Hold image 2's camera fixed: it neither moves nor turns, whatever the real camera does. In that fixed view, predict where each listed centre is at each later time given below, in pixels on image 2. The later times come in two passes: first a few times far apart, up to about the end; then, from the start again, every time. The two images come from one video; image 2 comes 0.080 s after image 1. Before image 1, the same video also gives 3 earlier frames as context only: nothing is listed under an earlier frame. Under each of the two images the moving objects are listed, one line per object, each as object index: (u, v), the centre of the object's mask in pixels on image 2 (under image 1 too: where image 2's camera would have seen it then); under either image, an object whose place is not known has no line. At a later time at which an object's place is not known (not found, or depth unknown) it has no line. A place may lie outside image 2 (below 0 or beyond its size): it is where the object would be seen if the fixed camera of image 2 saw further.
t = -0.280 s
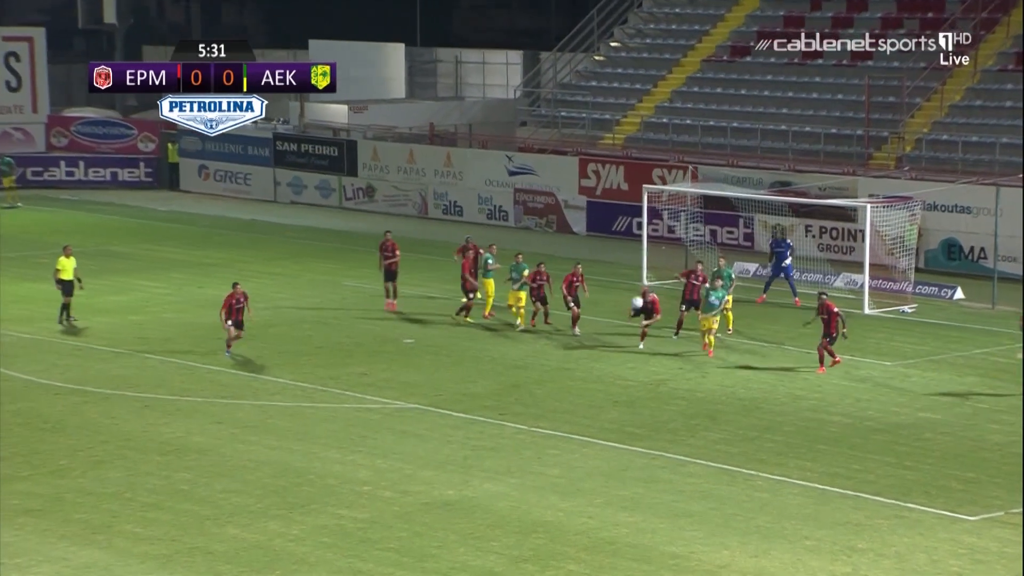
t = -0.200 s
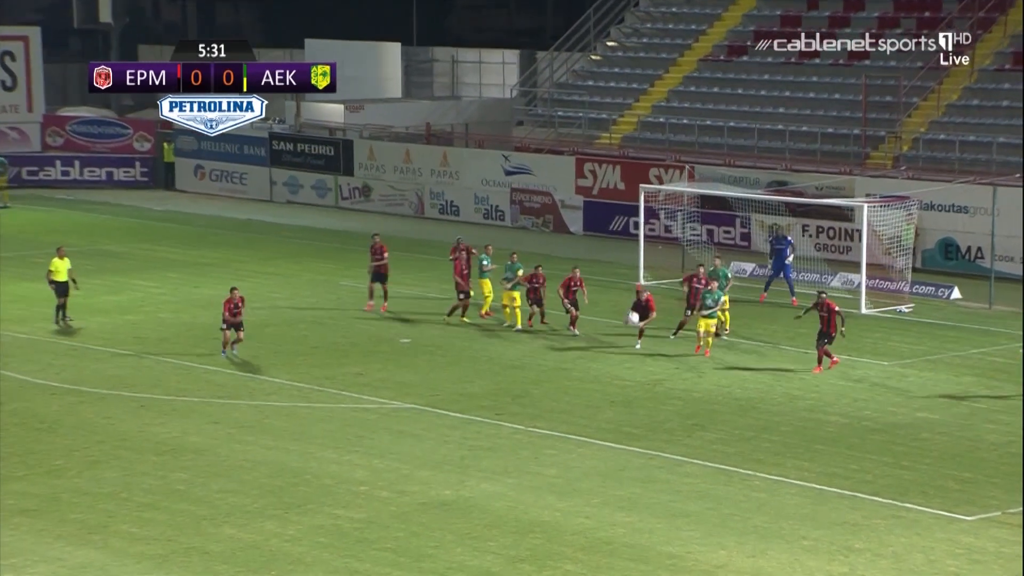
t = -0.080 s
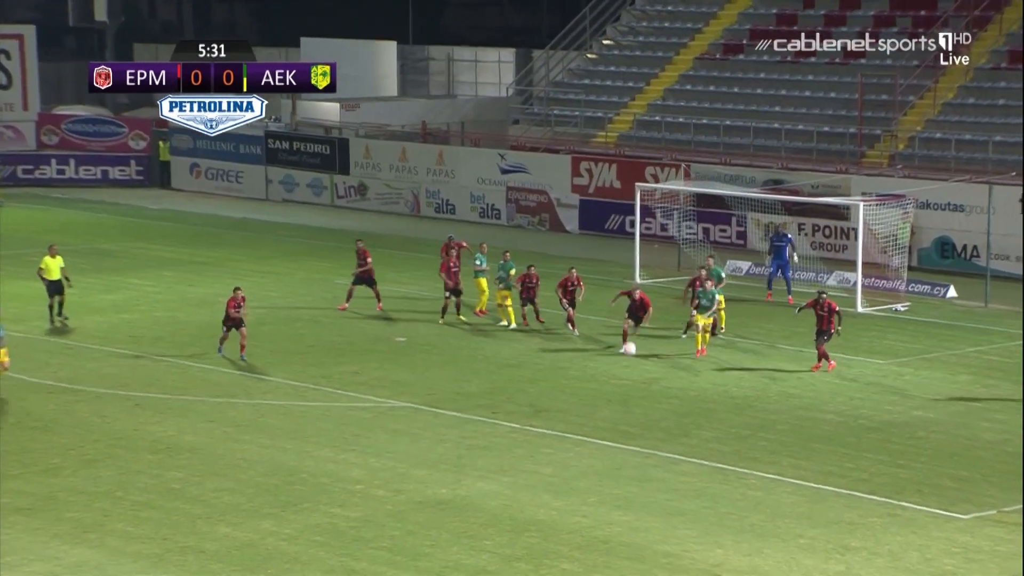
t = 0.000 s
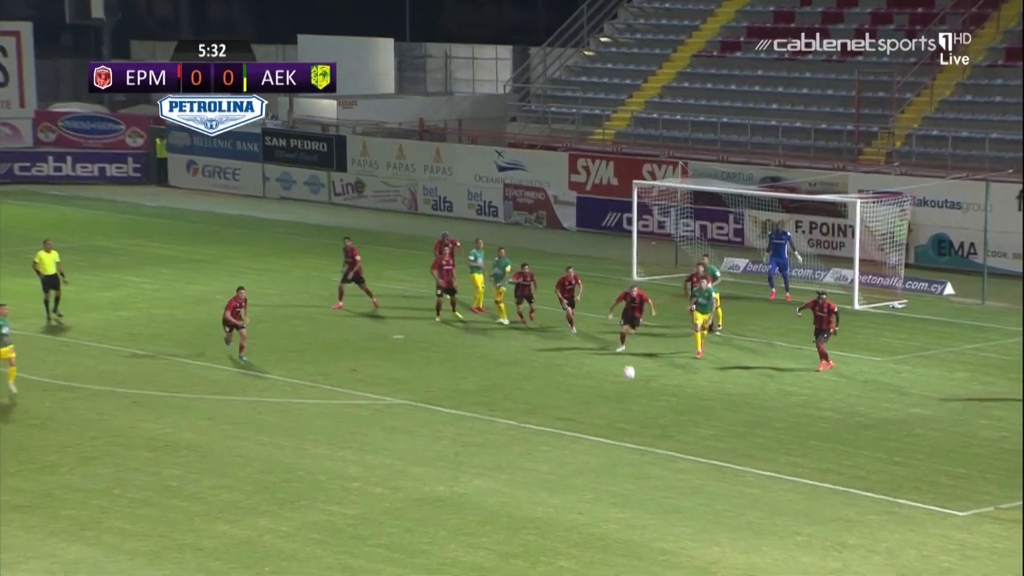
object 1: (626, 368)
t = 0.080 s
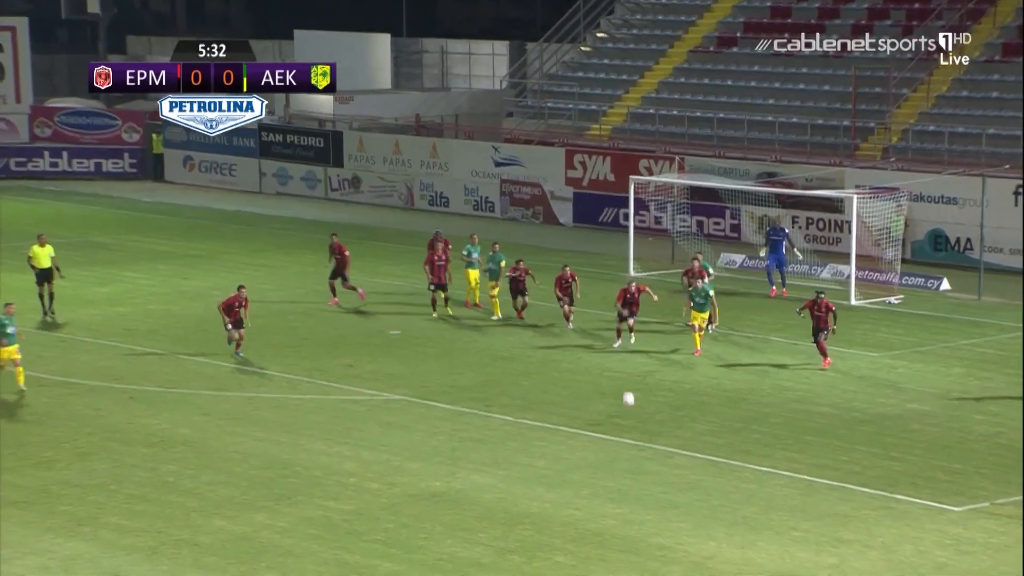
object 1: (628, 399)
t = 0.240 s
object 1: (637, 419)
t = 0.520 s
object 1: (656, 418)
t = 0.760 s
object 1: (678, 459)
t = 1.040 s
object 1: (701, 492)
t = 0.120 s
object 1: (630, 417)
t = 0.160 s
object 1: (632, 428)
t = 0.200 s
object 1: (634, 423)
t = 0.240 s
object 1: (637, 419)
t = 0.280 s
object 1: (639, 416)
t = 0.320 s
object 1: (642, 414)
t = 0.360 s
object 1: (645, 413)
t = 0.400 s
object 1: (647, 413)
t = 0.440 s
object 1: (650, 413)
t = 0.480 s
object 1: (653, 415)
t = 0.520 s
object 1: (656, 418)
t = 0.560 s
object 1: (660, 423)
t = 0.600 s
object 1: (663, 428)
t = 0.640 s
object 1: (666, 435)
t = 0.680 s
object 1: (670, 441)
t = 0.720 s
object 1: (674, 449)
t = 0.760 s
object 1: (678, 459)
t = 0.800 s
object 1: (682, 470)
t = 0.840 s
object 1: (686, 482)
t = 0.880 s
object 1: (690, 494)
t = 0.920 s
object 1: (693, 495)
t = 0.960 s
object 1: (696, 493)
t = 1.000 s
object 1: (698, 492)
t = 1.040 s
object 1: (701, 492)
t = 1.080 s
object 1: (704, 494)
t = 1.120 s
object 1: (707, 496)
